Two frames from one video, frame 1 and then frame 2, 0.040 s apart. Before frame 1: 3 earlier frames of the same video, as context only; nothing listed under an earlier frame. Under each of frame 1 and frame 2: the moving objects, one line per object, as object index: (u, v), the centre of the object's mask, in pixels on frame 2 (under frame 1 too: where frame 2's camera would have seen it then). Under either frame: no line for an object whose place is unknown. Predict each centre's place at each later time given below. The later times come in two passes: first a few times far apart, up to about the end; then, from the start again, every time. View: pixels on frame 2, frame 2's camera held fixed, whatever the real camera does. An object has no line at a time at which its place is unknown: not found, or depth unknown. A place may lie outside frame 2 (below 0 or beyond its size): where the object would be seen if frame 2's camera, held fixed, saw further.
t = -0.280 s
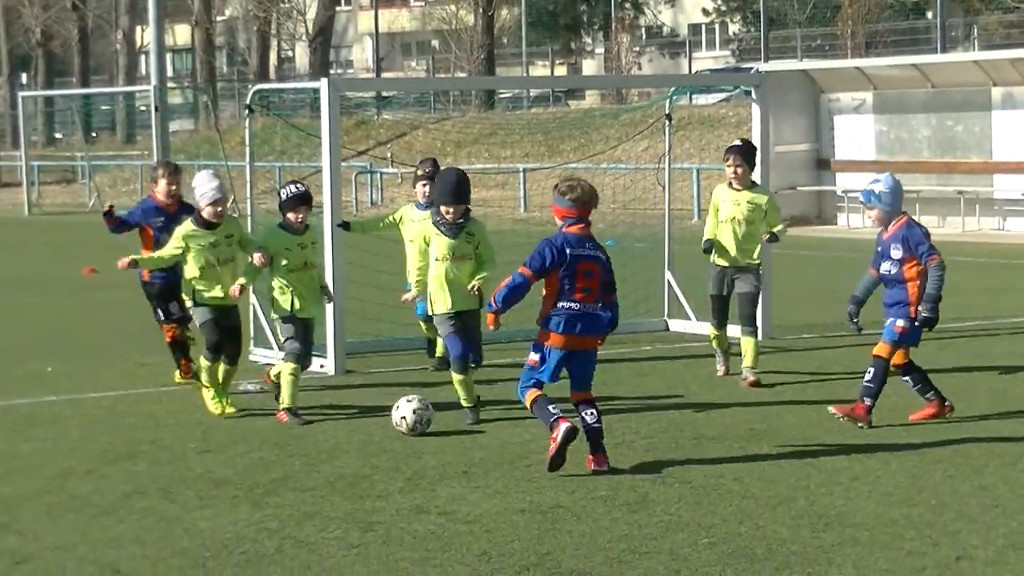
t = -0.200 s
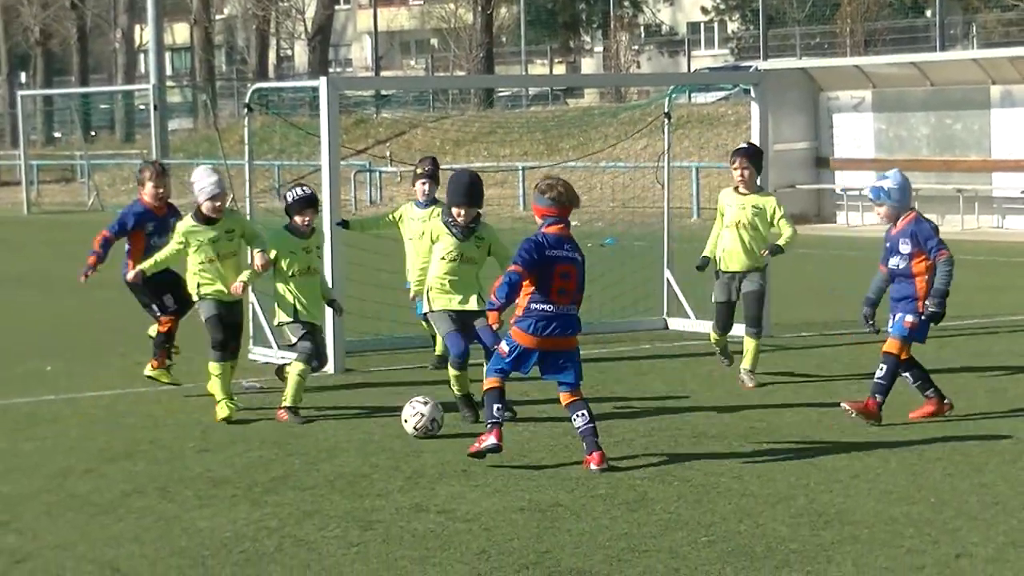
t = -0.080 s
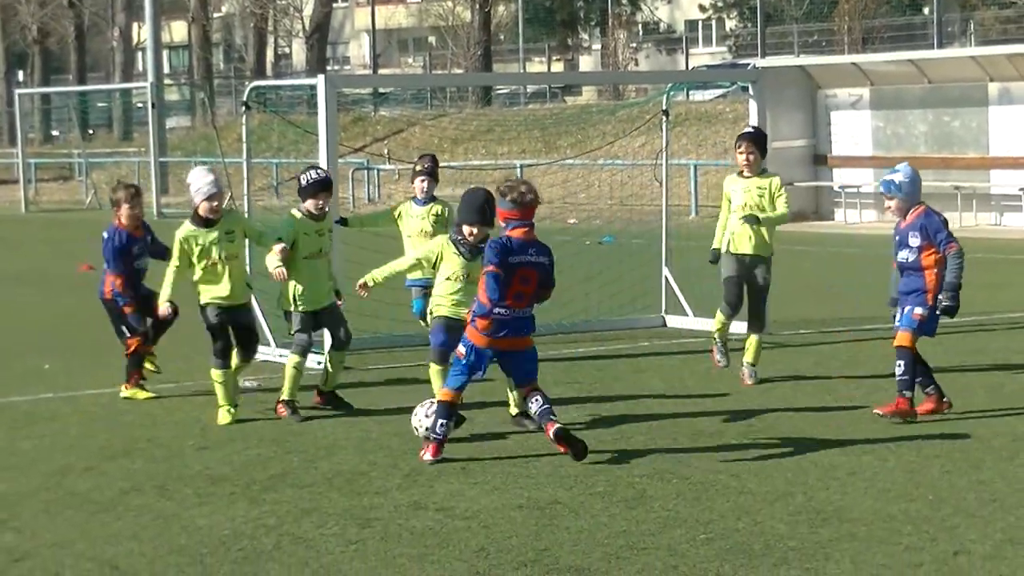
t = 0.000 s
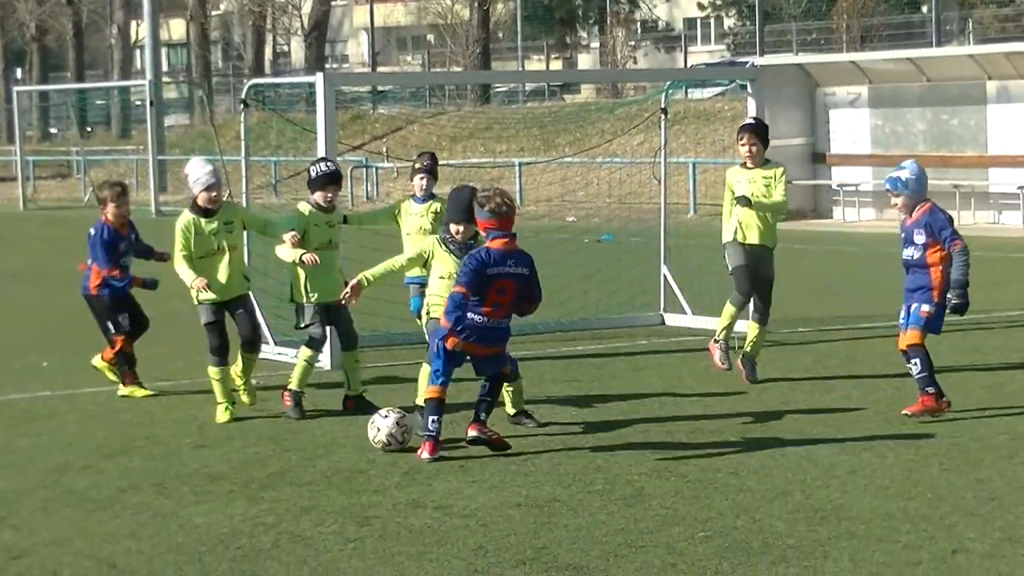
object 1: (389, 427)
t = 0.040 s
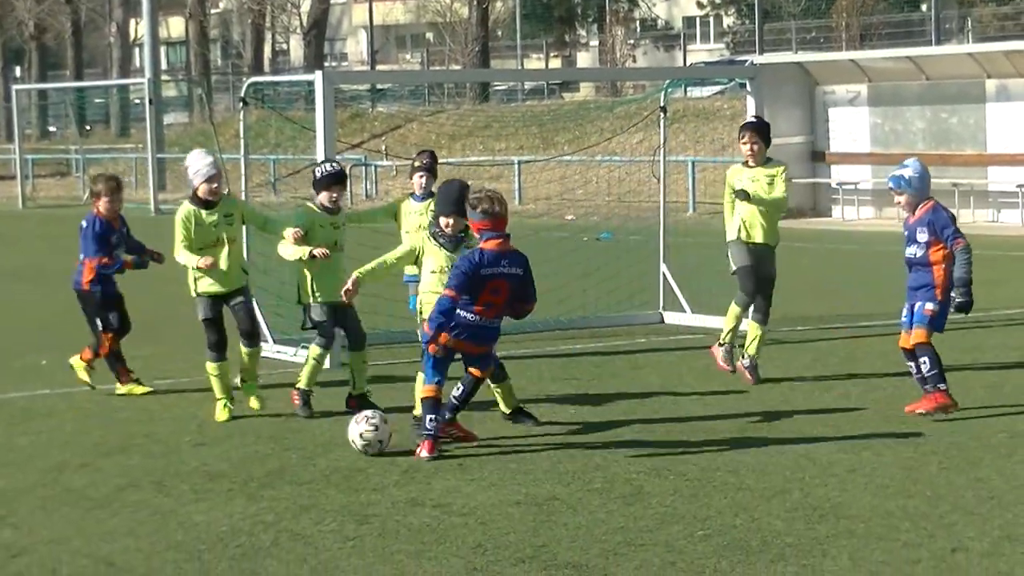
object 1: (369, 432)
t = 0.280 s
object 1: (269, 462)
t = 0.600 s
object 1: (180, 496)
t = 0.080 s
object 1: (349, 438)
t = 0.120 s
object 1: (332, 443)
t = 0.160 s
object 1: (315, 448)
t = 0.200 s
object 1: (299, 453)
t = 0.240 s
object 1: (283, 458)
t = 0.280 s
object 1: (269, 462)
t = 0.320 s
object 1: (256, 467)
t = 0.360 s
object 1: (244, 470)
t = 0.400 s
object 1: (233, 474)
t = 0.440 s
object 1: (223, 478)
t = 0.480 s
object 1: (212, 483)
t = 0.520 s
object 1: (202, 487)
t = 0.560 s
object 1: (191, 493)
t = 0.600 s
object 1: (180, 496)
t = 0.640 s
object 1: (168, 501)
